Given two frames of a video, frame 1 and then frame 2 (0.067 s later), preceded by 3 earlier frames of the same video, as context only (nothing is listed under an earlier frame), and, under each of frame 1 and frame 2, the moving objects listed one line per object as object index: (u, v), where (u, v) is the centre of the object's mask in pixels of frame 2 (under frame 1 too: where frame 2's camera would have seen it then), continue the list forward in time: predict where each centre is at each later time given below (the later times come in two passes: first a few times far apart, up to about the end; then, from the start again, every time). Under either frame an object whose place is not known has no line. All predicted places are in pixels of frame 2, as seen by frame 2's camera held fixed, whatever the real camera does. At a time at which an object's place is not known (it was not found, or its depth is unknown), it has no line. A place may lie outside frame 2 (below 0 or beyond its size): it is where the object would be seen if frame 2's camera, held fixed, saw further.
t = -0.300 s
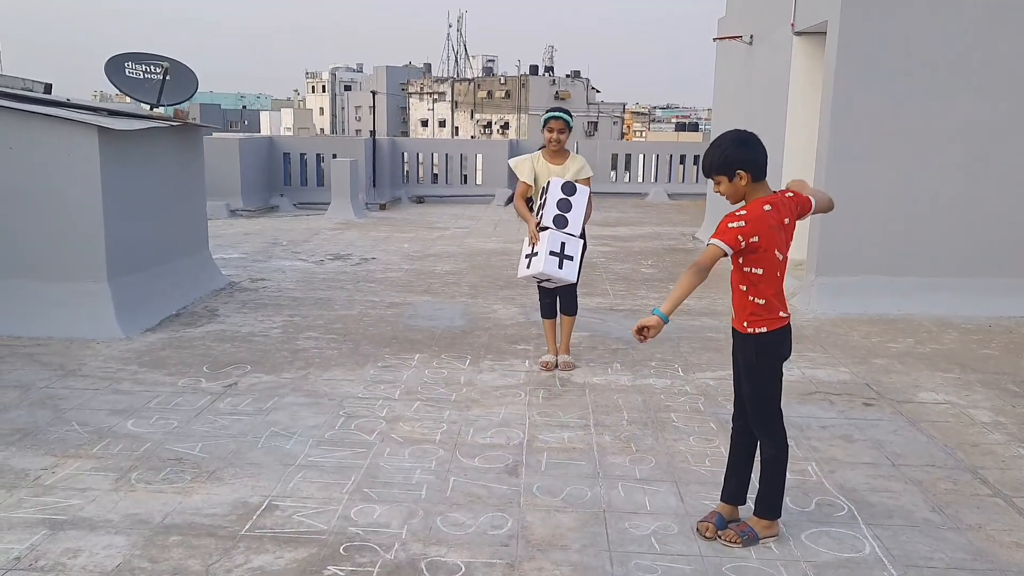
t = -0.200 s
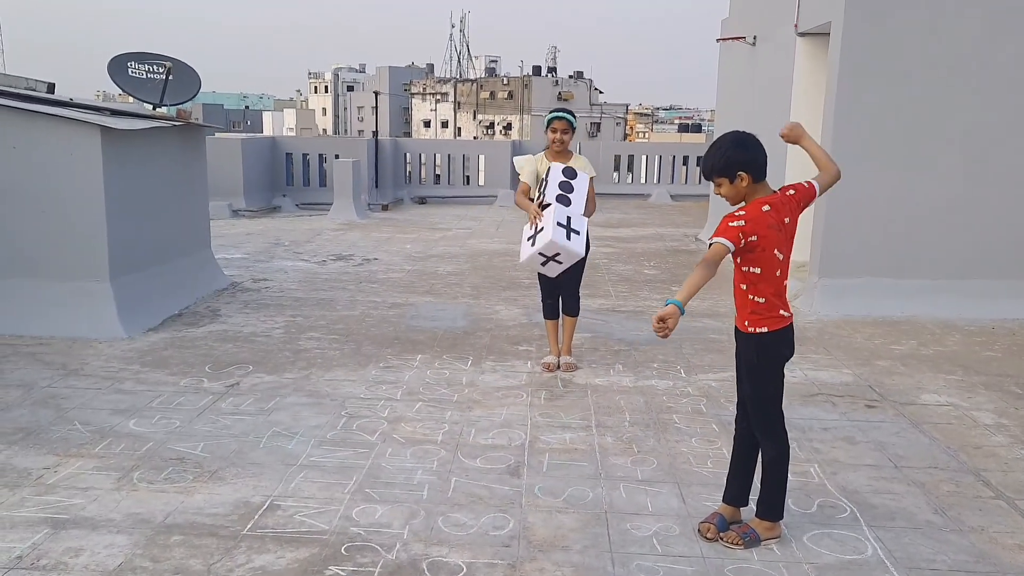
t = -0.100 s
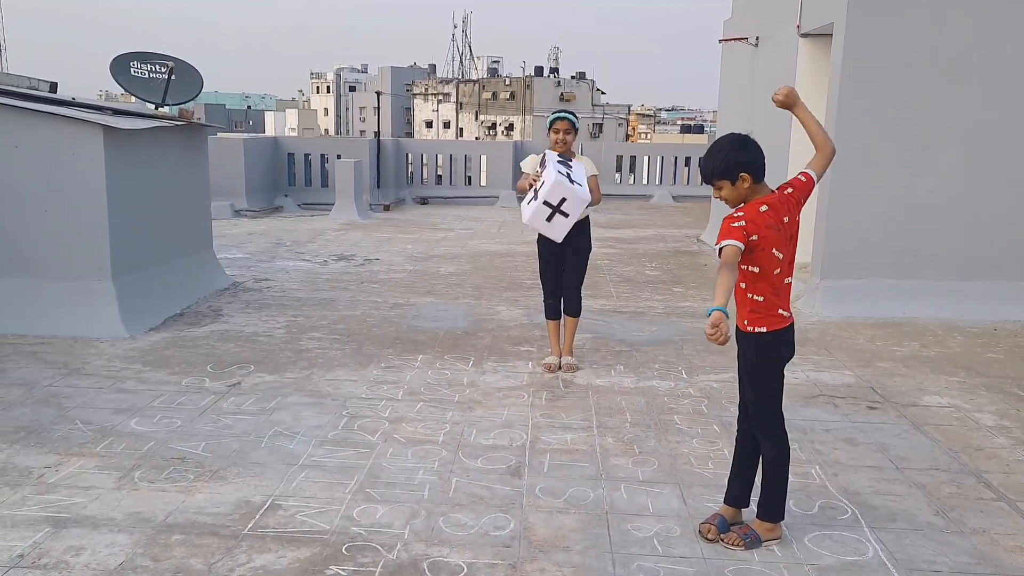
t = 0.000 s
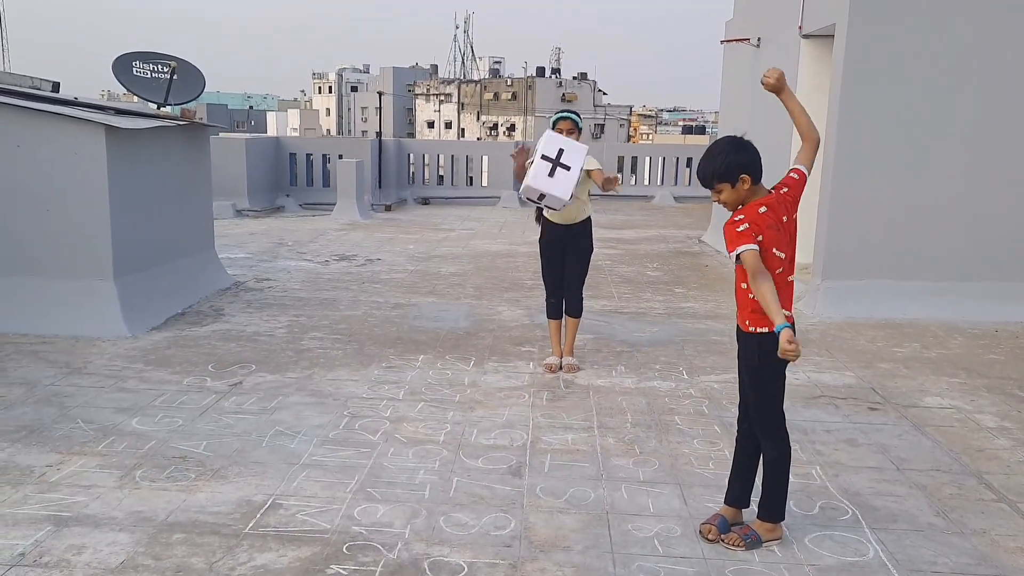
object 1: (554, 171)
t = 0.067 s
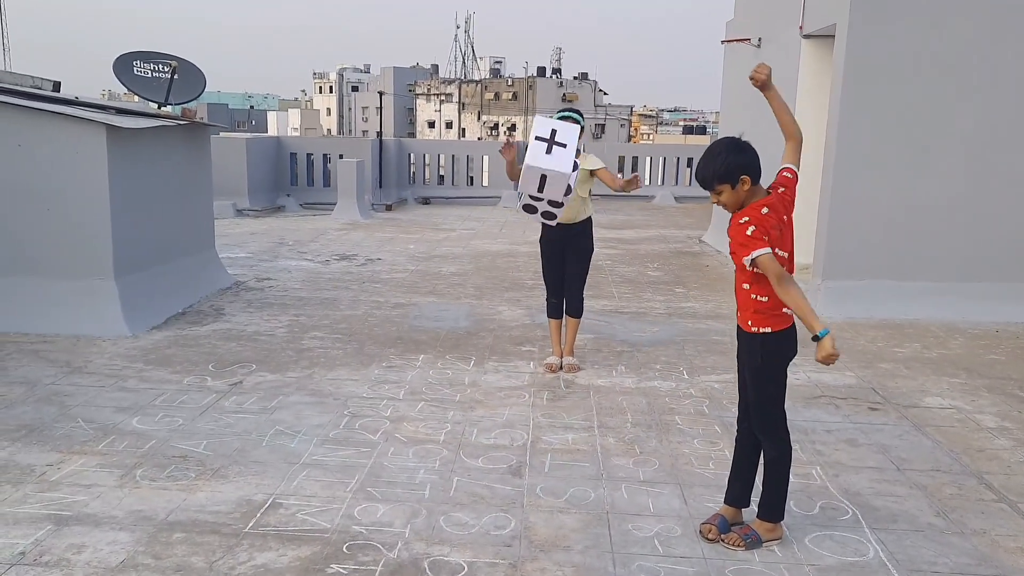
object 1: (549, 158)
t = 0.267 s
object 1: (523, 178)
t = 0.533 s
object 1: (470, 341)
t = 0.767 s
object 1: (439, 428)
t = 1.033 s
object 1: (409, 465)
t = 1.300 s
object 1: (377, 487)
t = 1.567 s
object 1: (381, 493)
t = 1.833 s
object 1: (373, 495)
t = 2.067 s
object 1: (370, 497)
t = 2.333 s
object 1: (369, 497)
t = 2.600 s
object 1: (369, 497)
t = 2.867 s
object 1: (369, 497)
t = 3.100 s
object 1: (369, 497)
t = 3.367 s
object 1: (369, 497)
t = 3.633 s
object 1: (369, 497)
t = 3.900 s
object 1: (369, 497)
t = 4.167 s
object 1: (369, 497)
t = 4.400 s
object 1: (369, 497)
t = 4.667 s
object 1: (369, 497)
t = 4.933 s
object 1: (369, 497)
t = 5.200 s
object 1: (369, 497)
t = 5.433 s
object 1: (369, 497)
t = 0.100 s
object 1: (546, 156)
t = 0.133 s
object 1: (542, 157)
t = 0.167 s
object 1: (538, 159)
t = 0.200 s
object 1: (534, 164)
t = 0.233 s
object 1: (529, 171)
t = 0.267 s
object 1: (523, 178)
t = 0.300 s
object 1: (518, 190)
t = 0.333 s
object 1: (511, 204)
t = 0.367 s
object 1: (505, 221)
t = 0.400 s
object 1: (499, 240)
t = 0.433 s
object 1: (492, 262)
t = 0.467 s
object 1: (485, 286)
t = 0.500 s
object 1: (477, 312)
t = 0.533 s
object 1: (470, 341)
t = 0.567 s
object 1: (462, 371)
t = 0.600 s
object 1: (453, 403)
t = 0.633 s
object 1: (448, 419)
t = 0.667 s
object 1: (446, 420)
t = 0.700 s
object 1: (444, 421)
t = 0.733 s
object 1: (441, 423)
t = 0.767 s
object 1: (439, 428)
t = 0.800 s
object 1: (432, 438)
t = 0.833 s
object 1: (428, 446)
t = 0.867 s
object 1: (422, 455)
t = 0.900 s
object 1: (419, 457)
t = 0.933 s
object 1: (417, 457)
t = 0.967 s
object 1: (414, 458)
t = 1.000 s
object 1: (411, 462)
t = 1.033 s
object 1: (409, 465)
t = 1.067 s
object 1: (406, 464)
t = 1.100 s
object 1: (403, 465)
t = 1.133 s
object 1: (399, 467)
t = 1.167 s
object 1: (394, 471)
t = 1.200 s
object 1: (389, 474)
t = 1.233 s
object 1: (384, 481)
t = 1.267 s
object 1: (380, 483)
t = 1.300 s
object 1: (377, 487)
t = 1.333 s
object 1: (374, 491)
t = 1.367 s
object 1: (373, 490)
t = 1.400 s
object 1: (373, 491)
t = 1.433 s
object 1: (374, 491)
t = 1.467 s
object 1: (375, 493)
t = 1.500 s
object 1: (378, 493)
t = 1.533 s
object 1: (380, 493)
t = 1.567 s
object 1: (381, 493)
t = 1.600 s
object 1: (381, 493)
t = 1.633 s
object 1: (380, 494)
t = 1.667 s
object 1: (379, 495)
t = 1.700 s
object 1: (376, 496)
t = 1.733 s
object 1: (374, 496)
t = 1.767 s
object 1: (373, 495)
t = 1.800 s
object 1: (372, 495)
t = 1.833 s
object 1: (373, 495)
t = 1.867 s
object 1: (374, 495)
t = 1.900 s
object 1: (375, 494)
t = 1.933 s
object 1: (375, 494)
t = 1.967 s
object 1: (375, 494)
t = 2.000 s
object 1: (374, 495)
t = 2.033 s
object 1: (372, 496)
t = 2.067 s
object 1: (370, 497)
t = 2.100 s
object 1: (370, 495)
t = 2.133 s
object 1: (371, 495)
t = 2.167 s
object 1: (371, 494)
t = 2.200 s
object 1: (370, 494)
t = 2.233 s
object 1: (369, 496)
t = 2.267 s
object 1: (369, 497)
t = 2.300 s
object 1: (369, 497)
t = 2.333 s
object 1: (369, 497)
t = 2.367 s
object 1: (369, 497)
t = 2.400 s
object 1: (369, 497)
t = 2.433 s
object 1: (369, 497)
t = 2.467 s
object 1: (369, 497)
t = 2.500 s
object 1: (369, 497)
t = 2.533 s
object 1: (369, 497)
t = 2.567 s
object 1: (369, 497)
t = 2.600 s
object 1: (369, 497)
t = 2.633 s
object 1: (369, 497)
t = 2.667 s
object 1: (369, 497)
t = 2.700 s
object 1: (369, 497)
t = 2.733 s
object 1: (369, 497)
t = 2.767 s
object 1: (369, 497)
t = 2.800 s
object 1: (369, 497)
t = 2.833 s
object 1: (369, 497)
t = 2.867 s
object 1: (369, 497)
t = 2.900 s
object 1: (369, 497)
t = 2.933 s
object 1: (369, 497)
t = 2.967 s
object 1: (369, 497)
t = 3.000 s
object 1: (369, 497)
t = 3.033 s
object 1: (369, 497)
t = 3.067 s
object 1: (369, 497)
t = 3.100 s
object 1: (369, 497)
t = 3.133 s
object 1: (369, 497)
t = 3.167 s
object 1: (369, 497)
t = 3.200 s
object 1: (369, 497)
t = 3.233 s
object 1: (369, 497)
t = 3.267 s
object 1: (369, 497)
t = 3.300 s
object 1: (369, 497)
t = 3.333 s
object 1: (369, 497)
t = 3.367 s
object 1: (369, 497)
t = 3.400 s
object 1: (369, 497)
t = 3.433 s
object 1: (369, 497)
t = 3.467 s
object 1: (369, 497)
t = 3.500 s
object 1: (369, 497)
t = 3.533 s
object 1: (369, 497)
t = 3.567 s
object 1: (369, 497)
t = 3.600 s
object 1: (369, 497)
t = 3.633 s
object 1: (369, 497)
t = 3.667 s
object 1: (369, 497)
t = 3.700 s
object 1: (369, 497)
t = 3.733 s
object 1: (369, 497)
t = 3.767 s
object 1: (369, 497)
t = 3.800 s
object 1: (369, 497)
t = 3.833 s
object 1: (369, 497)
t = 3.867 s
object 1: (369, 497)
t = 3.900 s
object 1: (369, 497)
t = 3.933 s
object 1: (369, 497)
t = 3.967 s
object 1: (369, 497)
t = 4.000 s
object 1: (369, 497)
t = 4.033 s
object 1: (369, 497)
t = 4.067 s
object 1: (369, 497)
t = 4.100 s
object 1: (369, 497)
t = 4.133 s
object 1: (369, 497)
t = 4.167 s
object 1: (369, 497)
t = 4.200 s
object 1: (369, 497)
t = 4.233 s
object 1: (369, 497)
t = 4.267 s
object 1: (369, 497)
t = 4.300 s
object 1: (369, 497)
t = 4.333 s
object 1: (369, 497)
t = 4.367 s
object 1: (369, 497)
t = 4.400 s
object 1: (369, 497)
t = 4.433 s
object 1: (369, 497)
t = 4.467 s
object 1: (369, 497)
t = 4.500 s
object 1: (369, 497)
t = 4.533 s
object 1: (369, 497)
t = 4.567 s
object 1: (369, 497)
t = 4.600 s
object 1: (369, 497)
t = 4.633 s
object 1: (369, 497)
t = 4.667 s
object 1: (369, 497)
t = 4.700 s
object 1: (369, 497)
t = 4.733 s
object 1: (369, 497)
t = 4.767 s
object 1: (369, 497)
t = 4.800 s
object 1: (369, 497)
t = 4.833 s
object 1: (369, 497)
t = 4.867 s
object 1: (369, 497)
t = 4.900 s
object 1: (369, 497)
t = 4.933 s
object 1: (369, 497)
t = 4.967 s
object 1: (369, 497)
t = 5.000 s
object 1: (369, 497)
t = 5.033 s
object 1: (369, 497)
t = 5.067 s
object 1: (369, 497)
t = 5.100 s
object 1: (369, 497)
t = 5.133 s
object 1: (369, 497)
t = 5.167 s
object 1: (369, 497)
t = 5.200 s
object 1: (369, 497)
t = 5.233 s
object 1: (369, 497)
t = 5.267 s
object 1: (369, 497)
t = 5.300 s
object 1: (369, 497)
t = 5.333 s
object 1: (369, 497)
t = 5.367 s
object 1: (369, 497)
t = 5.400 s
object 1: (369, 497)
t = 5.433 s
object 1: (369, 497)
